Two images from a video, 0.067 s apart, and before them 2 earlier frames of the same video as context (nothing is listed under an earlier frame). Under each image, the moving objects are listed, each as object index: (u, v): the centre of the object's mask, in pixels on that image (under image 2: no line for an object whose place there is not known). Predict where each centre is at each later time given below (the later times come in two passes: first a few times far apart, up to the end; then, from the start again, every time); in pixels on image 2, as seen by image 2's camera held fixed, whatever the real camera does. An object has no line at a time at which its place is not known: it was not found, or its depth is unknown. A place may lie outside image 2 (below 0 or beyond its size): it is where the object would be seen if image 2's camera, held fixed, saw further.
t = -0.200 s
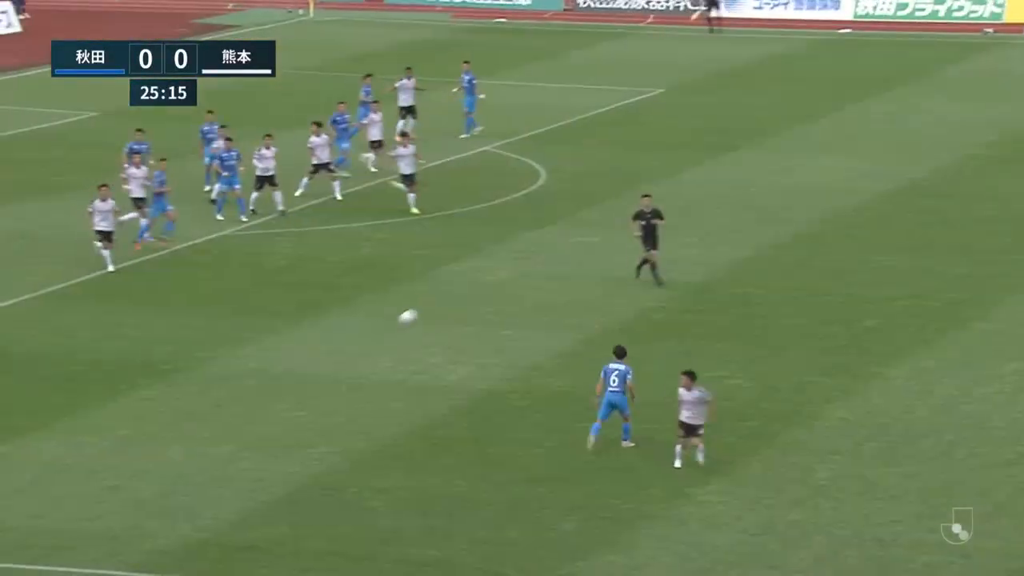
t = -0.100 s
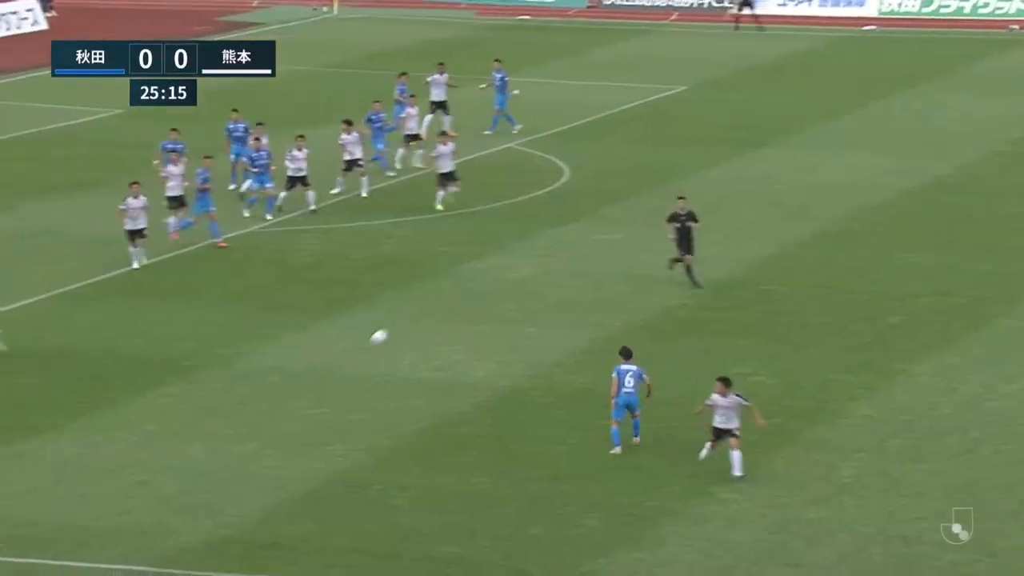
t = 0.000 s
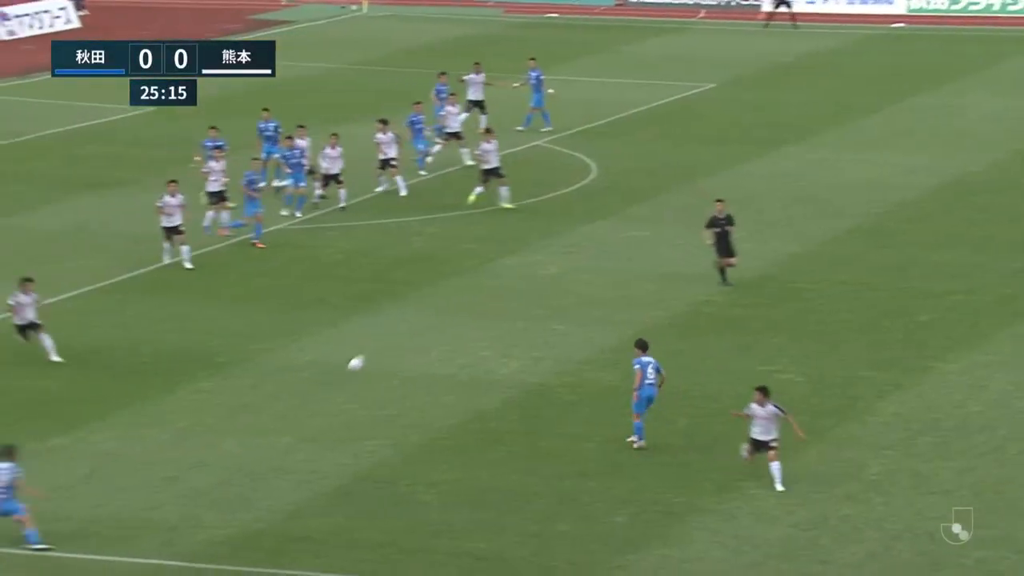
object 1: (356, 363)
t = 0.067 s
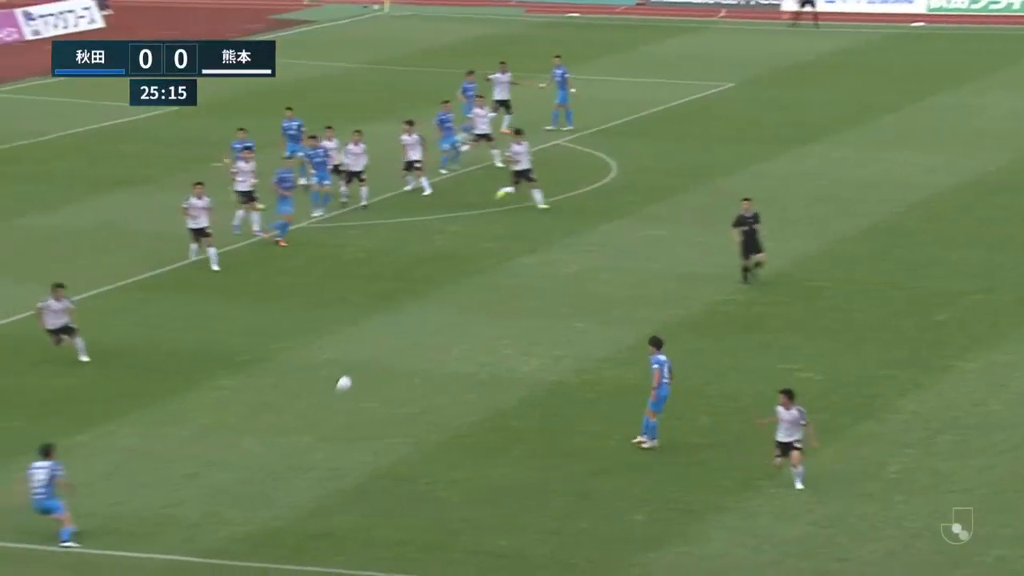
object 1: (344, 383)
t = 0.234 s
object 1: (266, 434)
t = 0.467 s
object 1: (208, 390)
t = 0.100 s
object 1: (327, 396)
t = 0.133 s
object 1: (308, 414)
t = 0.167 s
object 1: (294, 423)
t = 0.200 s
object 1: (277, 438)
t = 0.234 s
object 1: (266, 434)
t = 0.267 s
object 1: (257, 426)
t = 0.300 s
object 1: (249, 418)
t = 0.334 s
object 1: (241, 411)
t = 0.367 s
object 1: (232, 406)
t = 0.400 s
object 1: (224, 399)
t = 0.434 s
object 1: (215, 393)
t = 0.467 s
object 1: (208, 390)
